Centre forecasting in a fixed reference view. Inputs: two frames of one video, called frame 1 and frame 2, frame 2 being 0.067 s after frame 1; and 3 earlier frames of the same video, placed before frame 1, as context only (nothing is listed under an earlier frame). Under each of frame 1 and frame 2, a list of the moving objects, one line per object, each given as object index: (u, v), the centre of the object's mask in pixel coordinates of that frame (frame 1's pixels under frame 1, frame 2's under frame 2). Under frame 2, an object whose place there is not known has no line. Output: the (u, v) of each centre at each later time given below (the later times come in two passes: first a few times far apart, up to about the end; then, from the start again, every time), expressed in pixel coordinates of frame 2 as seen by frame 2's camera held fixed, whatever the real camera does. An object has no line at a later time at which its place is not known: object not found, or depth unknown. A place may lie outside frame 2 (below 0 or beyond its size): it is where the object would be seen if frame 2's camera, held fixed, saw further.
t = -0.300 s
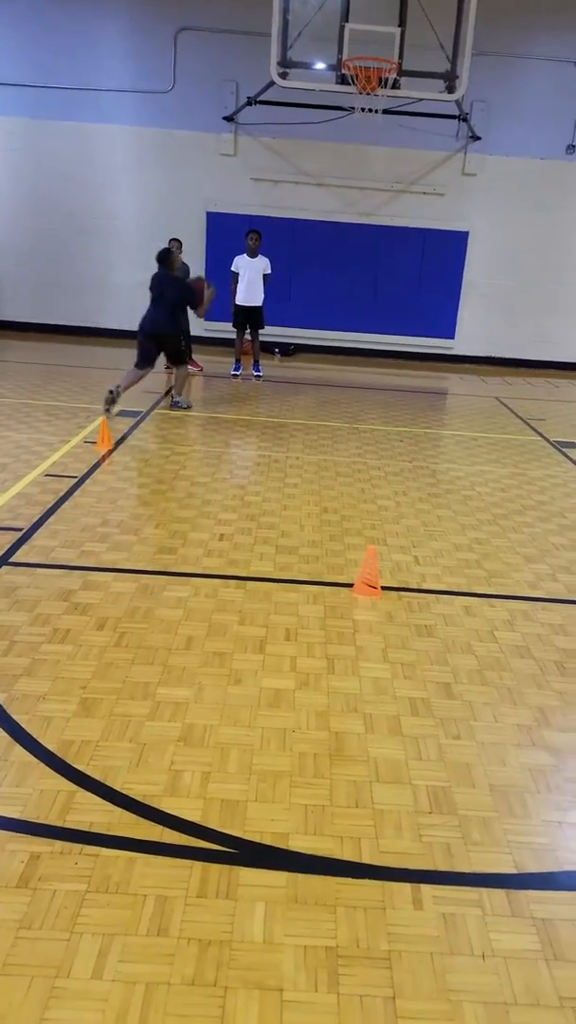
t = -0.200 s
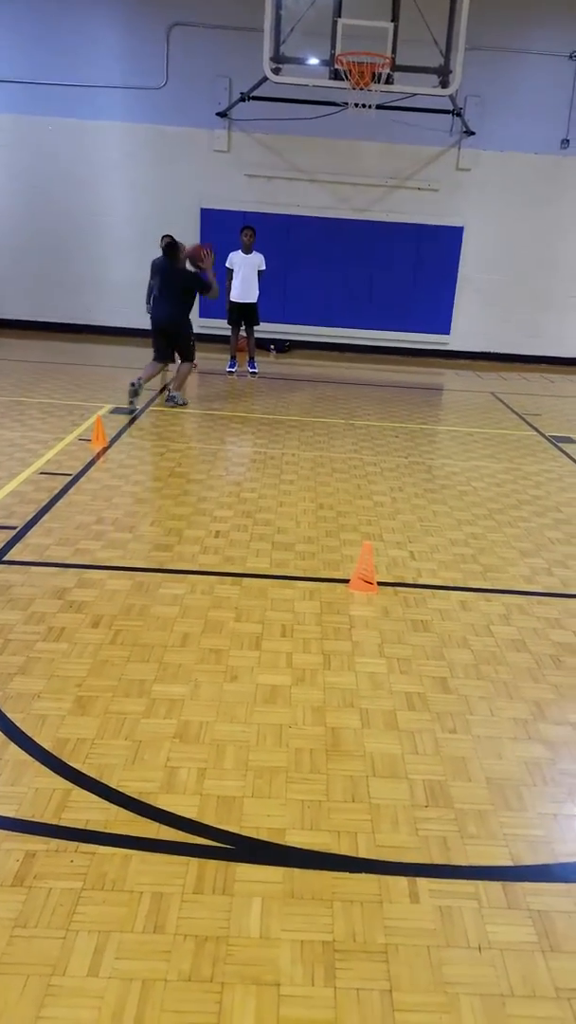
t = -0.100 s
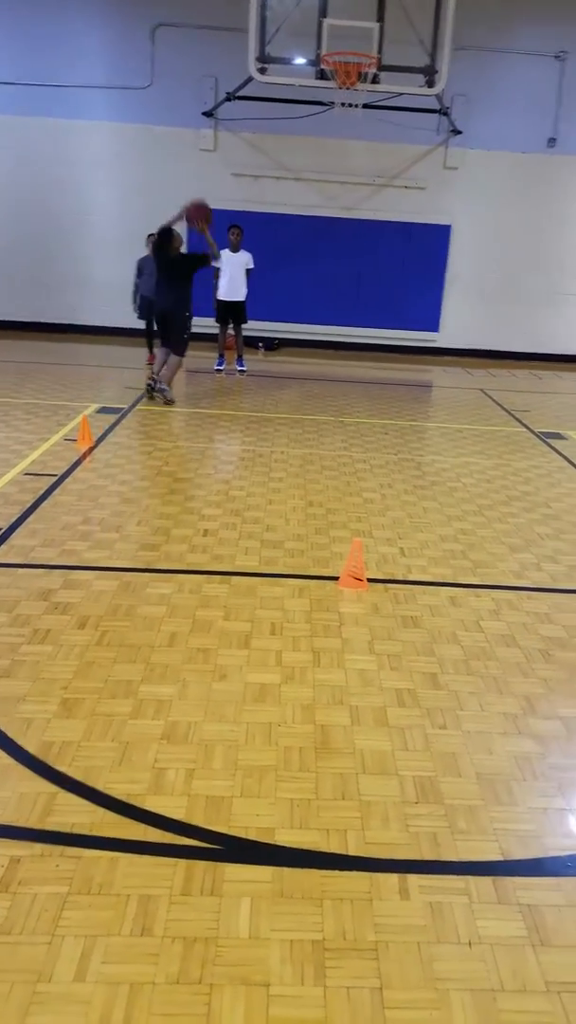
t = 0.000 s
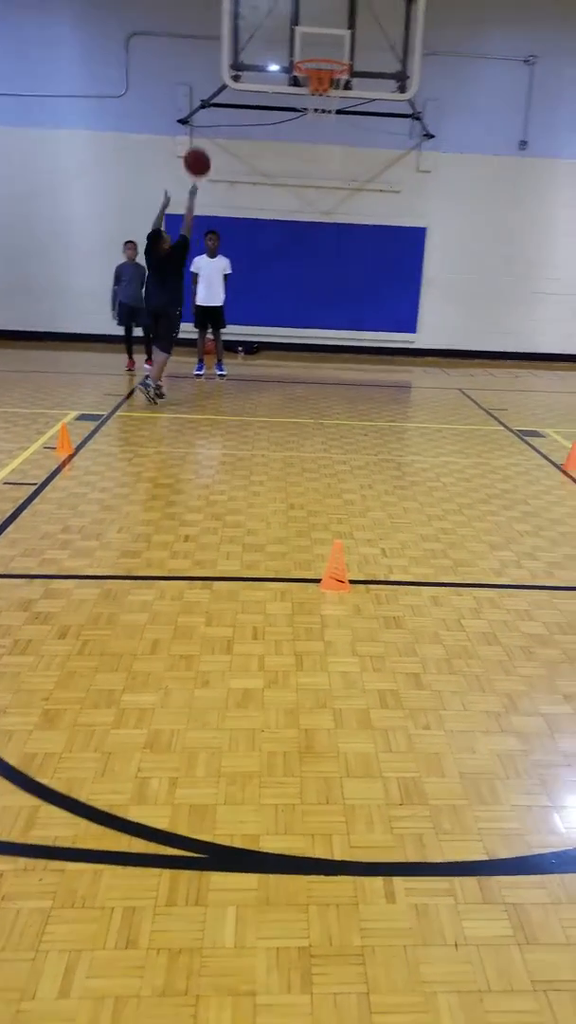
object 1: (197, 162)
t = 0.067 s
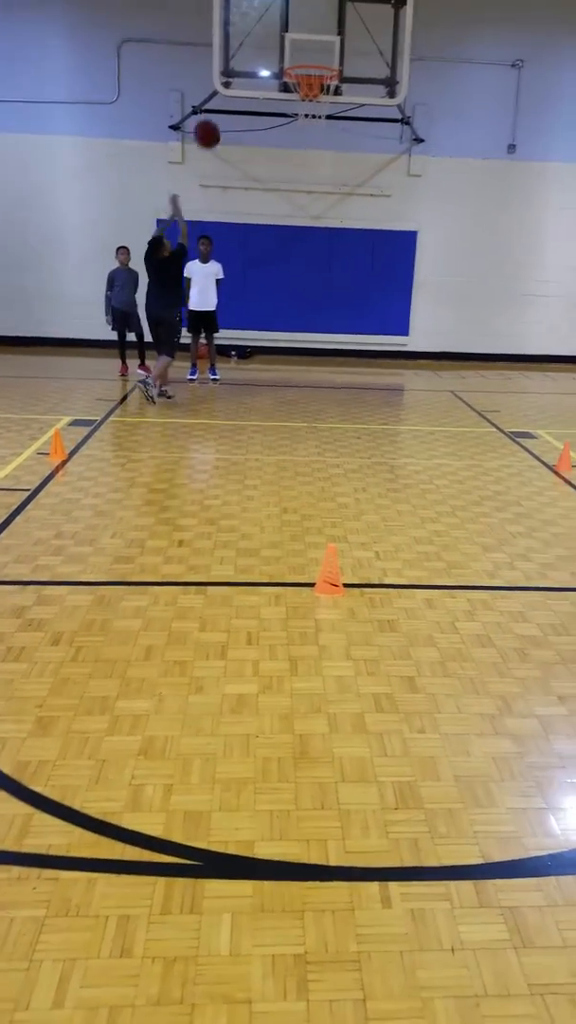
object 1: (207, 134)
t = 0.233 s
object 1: (249, 72)
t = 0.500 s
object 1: (297, 45)
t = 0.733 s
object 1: (318, 95)
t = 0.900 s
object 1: (307, 143)
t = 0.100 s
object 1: (216, 119)
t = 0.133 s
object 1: (224, 105)
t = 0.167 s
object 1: (233, 93)
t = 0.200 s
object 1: (241, 81)
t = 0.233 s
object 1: (249, 72)
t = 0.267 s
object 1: (257, 65)
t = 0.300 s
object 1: (264, 56)
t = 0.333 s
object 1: (271, 50)
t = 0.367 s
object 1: (278, 45)
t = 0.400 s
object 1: (284, 43)
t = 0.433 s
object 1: (290, 42)
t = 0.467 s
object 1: (293, 43)
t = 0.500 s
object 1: (297, 45)
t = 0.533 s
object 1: (301, 49)
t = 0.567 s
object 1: (306, 52)
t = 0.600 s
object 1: (310, 55)
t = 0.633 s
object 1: (314, 68)
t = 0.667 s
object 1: (319, 79)
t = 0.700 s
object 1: (319, 86)
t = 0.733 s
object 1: (318, 95)
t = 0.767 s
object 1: (317, 100)
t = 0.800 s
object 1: (314, 116)
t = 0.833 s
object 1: (311, 121)
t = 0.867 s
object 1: (310, 132)
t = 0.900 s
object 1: (307, 143)
